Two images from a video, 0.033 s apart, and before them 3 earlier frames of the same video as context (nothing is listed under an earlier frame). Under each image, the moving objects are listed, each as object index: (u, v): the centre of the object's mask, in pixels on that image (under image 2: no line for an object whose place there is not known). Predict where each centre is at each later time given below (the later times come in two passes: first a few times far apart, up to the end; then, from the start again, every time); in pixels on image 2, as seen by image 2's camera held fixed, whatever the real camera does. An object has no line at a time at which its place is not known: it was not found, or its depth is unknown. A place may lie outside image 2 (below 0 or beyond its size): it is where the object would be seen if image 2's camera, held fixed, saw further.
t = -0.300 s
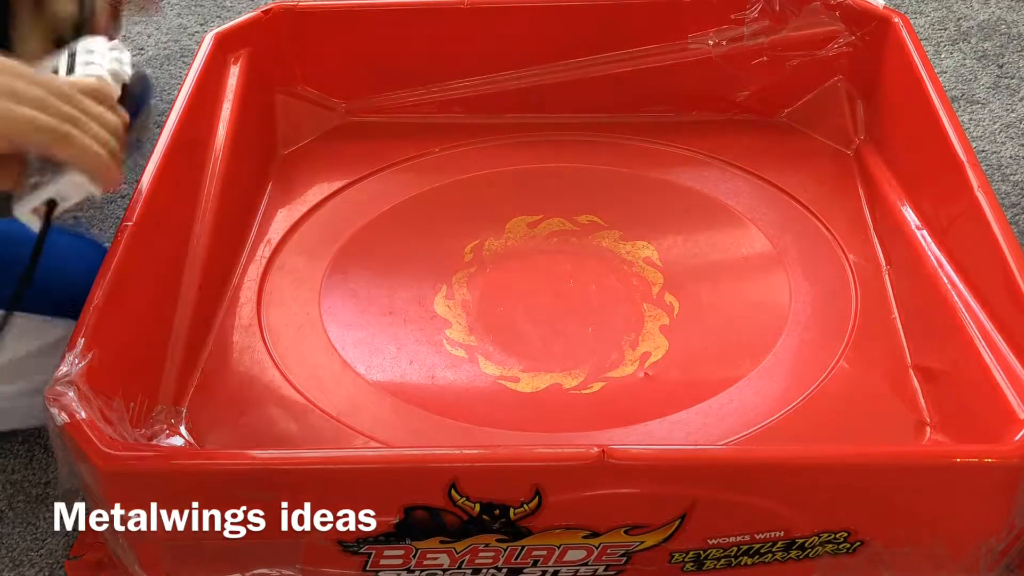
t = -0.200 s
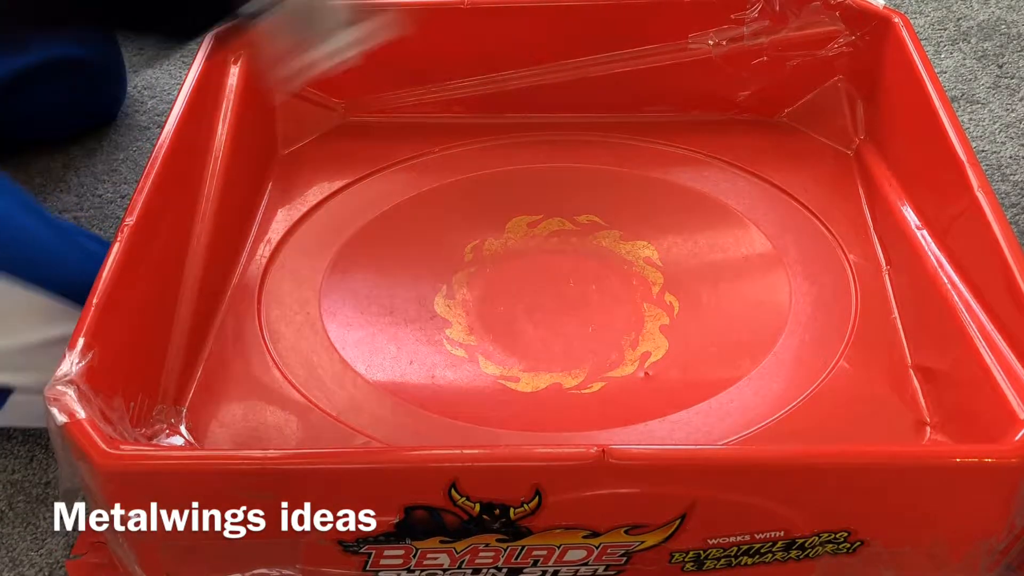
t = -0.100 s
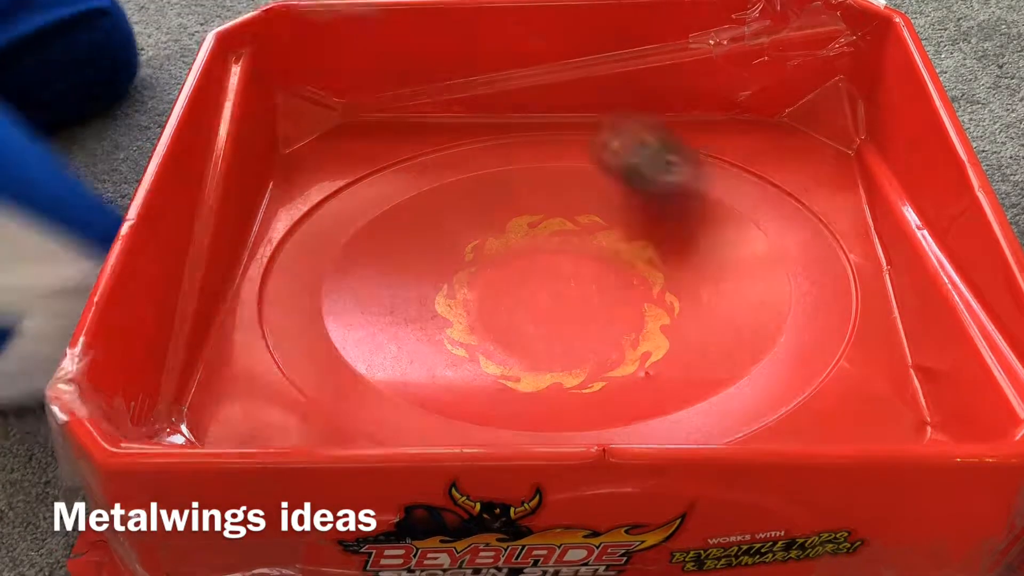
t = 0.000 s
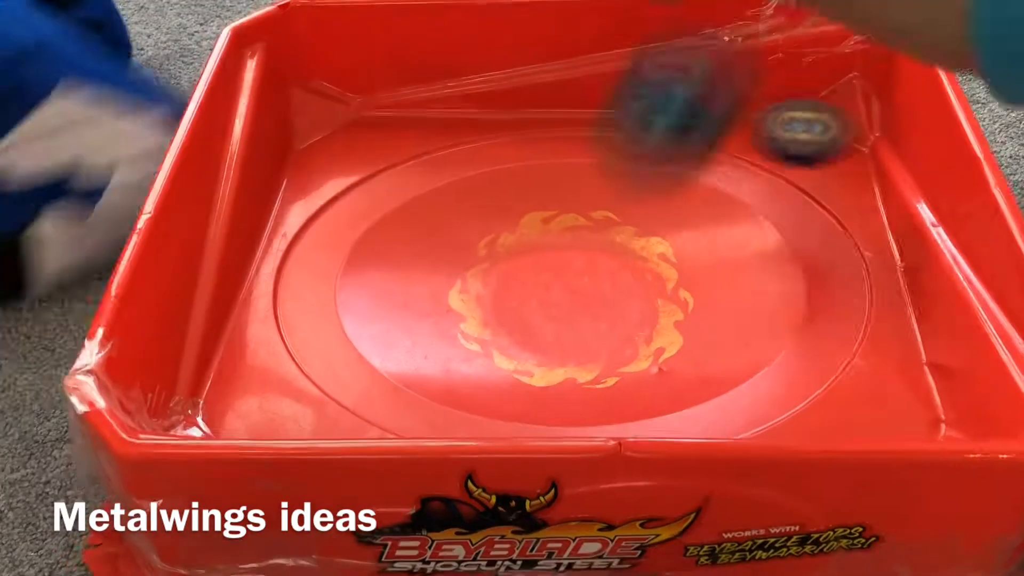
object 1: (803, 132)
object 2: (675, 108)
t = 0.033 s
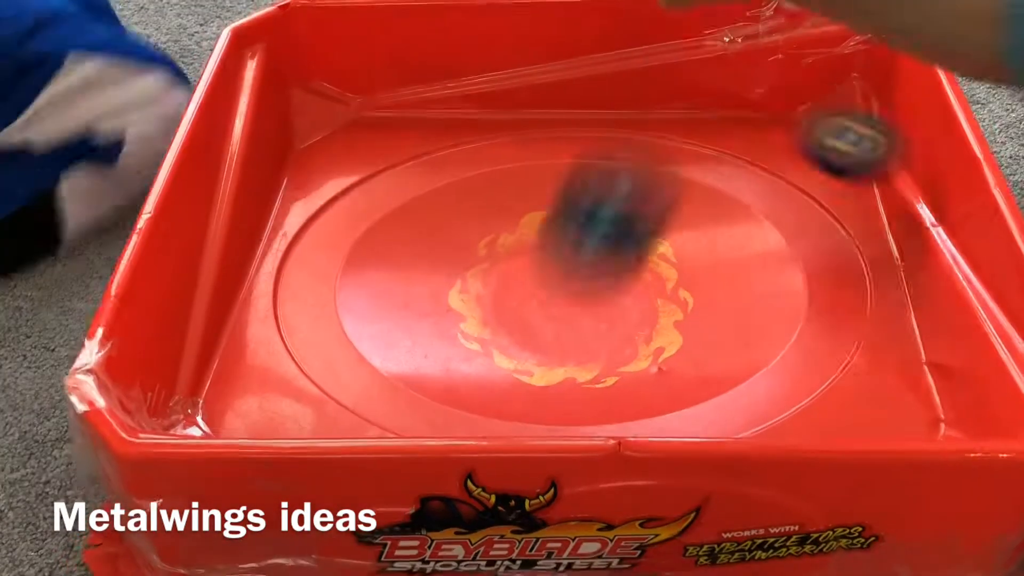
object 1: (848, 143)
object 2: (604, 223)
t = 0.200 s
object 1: (731, 208)
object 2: (438, 243)
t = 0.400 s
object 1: (467, 265)
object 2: (402, 132)
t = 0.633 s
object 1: (311, 340)
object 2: (406, 153)
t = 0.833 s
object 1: (347, 360)
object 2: (388, 175)
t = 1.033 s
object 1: (350, 369)
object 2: (415, 254)
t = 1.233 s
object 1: (351, 365)
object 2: (586, 350)
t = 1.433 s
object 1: (366, 335)
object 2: (762, 279)
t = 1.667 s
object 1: (501, 299)
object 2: (696, 170)
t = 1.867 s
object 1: (584, 263)
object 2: (505, 181)
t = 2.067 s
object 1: (560, 250)
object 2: (416, 263)
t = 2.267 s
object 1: (504, 243)
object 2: (526, 352)
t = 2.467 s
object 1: (494, 297)
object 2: (694, 321)
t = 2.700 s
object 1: (619, 309)
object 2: (729, 212)
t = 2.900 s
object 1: (666, 234)
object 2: (595, 180)
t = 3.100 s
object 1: (605, 220)
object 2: (430, 208)
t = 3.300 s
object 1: (520, 263)
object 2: (399, 312)
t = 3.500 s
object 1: (574, 330)
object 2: (504, 376)
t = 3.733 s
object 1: (726, 277)
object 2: (647, 338)
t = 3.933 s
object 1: (699, 180)
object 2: (622, 262)
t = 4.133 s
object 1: (557, 175)
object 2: (499, 241)
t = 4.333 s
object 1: (499, 216)
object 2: (360, 271)
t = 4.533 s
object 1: (546, 302)
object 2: (402, 324)
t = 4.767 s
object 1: (691, 315)
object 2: (567, 296)
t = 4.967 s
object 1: (775, 254)
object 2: (618, 218)
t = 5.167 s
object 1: (681, 207)
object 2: (583, 179)
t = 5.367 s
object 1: (585, 284)
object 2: (480, 176)
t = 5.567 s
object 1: (561, 355)
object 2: (453, 243)
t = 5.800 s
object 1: (622, 348)
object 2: (572, 278)
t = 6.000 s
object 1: (624, 315)
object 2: (657, 226)
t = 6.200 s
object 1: (533, 266)
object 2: (665, 192)
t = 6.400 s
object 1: (444, 238)
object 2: (601, 219)
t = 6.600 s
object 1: (391, 246)
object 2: (590, 286)
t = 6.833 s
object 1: (480, 282)
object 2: (631, 339)
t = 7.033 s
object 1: (589, 250)
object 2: (649, 324)
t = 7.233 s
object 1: (650, 201)
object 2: (601, 304)
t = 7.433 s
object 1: (607, 199)
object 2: (523, 307)
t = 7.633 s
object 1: (586, 274)
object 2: (475, 314)
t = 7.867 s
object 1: (629, 340)
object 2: (508, 298)
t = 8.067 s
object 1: (680, 324)
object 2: (511, 250)
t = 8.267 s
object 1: (617, 278)
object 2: (505, 213)
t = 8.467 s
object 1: (528, 310)
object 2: (480, 176)
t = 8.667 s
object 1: (517, 354)
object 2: (472, 182)
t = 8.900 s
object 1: (572, 339)
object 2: (537, 235)
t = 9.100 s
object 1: (610, 358)
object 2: (582, 193)
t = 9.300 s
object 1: (595, 330)
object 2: (615, 235)
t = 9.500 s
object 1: (407, 419)
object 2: (712, 114)
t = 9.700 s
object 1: (318, 356)
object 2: (737, 188)
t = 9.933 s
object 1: (339, 273)
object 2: (628, 288)
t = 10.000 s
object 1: (370, 253)
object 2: (589, 303)
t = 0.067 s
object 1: (892, 171)
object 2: (552, 325)
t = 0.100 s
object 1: (851, 198)
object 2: (511, 341)
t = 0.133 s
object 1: (810, 203)
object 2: (479, 300)
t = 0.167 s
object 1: (771, 198)
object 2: (454, 276)
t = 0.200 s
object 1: (731, 208)
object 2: (438, 243)
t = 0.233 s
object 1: (689, 230)
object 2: (425, 213)
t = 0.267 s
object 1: (643, 239)
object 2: (415, 186)
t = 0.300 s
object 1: (595, 244)
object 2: (410, 166)
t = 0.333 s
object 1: (549, 250)
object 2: (407, 151)
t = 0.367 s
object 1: (506, 257)
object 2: (403, 139)
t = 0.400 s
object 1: (467, 265)
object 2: (402, 132)
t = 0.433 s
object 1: (430, 274)
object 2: (407, 137)
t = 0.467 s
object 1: (395, 284)
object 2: (409, 139)
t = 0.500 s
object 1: (367, 294)
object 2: (411, 143)
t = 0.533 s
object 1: (348, 303)
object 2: (411, 146)
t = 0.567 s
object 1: (336, 314)
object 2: (411, 148)
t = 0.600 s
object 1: (324, 326)
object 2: (408, 152)
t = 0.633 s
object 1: (311, 340)
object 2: (406, 153)
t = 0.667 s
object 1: (307, 345)
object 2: (403, 156)
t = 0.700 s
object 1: (318, 351)
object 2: (399, 159)
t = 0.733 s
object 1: (329, 352)
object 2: (396, 162)
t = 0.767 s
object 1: (339, 355)
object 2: (393, 166)
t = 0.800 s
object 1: (344, 357)
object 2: (390, 170)
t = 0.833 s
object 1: (347, 360)
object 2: (388, 175)
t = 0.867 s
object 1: (346, 365)
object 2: (387, 179)
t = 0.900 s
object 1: (343, 369)
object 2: (386, 187)
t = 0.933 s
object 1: (345, 369)
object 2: (389, 199)
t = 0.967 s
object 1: (349, 369)
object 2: (394, 215)
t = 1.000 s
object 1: (351, 369)
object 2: (403, 234)
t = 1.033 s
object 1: (350, 369)
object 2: (415, 254)
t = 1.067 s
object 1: (349, 371)
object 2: (432, 277)
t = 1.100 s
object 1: (348, 372)
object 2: (454, 298)
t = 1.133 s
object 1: (350, 371)
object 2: (481, 318)
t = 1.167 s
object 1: (350, 370)
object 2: (513, 335)
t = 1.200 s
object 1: (350, 367)
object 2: (548, 345)
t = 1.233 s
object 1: (351, 365)
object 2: (586, 350)
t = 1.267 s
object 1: (352, 362)
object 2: (626, 350)
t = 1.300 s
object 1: (354, 359)
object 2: (661, 344)
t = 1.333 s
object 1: (357, 354)
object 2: (696, 333)
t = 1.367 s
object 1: (360, 348)
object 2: (723, 318)
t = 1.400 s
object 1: (363, 342)
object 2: (746, 300)
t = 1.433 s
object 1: (366, 335)
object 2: (762, 279)
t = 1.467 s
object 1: (372, 328)
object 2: (772, 259)
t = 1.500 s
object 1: (383, 323)
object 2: (774, 238)
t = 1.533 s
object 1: (401, 318)
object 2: (771, 218)
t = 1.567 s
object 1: (423, 313)
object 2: (761, 203)
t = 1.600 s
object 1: (449, 309)
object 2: (744, 188)
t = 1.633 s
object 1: (476, 304)
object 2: (722, 176)
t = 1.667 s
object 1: (501, 299)
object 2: (696, 170)
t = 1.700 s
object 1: (525, 291)
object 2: (667, 167)
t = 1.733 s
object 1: (544, 281)
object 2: (636, 170)
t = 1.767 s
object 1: (560, 270)
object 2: (600, 175)
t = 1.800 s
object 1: (574, 258)
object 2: (566, 183)
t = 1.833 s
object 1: (580, 259)
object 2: (534, 184)
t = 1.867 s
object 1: (584, 263)
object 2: (505, 181)
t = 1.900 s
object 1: (585, 264)
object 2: (480, 185)
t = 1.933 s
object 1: (584, 265)
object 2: (458, 194)
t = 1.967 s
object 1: (580, 263)
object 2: (440, 208)
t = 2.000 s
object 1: (574, 259)
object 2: (426, 224)
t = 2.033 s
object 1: (567, 254)
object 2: (418, 243)
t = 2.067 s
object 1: (560, 250)
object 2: (416, 263)
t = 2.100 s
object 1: (552, 246)
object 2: (420, 283)
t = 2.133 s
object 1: (543, 243)
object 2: (431, 302)
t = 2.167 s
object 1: (533, 241)
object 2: (447, 319)
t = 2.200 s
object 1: (523, 241)
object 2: (469, 334)
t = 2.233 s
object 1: (514, 242)
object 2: (496, 346)
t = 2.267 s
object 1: (504, 243)
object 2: (526, 352)
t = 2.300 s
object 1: (496, 247)
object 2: (556, 355)
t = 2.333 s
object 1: (489, 254)
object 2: (587, 354)
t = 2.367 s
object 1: (485, 263)
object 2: (619, 349)
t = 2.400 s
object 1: (483, 274)
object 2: (648, 344)
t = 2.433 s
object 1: (486, 285)
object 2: (673, 333)
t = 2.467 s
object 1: (494, 297)
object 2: (694, 321)
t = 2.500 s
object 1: (507, 307)
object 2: (711, 306)
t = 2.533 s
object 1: (525, 315)
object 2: (725, 291)
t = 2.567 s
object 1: (545, 321)
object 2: (736, 275)
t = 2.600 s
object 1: (564, 322)
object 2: (742, 258)
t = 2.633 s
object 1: (583, 320)
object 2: (744, 242)
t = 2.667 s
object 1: (601, 315)
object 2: (739, 226)
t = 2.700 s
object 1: (619, 309)
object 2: (729, 212)
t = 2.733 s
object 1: (636, 299)
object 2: (714, 200)
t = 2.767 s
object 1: (649, 288)
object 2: (696, 191)
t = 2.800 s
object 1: (659, 275)
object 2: (674, 184)
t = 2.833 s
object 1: (665, 260)
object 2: (649, 181)
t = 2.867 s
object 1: (666, 245)
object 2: (624, 180)
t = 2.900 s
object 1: (666, 234)
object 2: (595, 180)
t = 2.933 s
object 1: (665, 231)
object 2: (562, 173)
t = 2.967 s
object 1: (661, 228)
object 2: (531, 172)
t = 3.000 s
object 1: (653, 225)
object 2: (500, 176)
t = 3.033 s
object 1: (640, 222)
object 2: (474, 183)
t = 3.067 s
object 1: (624, 220)
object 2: (450, 194)
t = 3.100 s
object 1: (605, 220)
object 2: (430, 208)
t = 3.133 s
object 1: (584, 223)
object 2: (413, 224)
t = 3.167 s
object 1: (567, 227)
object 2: (400, 241)
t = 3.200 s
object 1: (552, 233)
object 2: (392, 259)
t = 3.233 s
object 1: (539, 241)
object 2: (388, 277)
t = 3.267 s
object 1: (528, 252)
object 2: (391, 295)
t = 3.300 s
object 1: (520, 263)
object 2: (399, 312)
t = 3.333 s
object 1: (514, 277)
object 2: (413, 326)
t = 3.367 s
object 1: (511, 291)
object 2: (433, 338)
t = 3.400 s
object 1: (519, 303)
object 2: (452, 351)
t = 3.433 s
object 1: (535, 313)
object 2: (464, 362)
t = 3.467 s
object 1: (553, 323)
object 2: (482, 371)
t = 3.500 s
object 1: (574, 330)
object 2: (504, 376)
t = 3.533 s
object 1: (597, 334)
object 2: (530, 378)
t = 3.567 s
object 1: (622, 332)
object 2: (552, 377)
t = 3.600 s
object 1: (649, 327)
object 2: (571, 375)
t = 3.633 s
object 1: (676, 318)
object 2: (592, 369)
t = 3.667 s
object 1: (695, 307)
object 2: (612, 362)
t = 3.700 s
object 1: (712, 293)
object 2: (629, 351)
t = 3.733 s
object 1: (726, 277)
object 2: (647, 338)
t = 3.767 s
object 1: (731, 260)
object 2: (661, 324)
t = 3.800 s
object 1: (730, 243)
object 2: (669, 308)
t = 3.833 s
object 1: (724, 228)
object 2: (670, 293)
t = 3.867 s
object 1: (721, 209)
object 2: (656, 281)
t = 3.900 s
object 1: (711, 192)
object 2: (639, 271)
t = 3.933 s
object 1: (699, 180)
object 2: (622, 262)
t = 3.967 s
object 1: (679, 171)
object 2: (603, 254)
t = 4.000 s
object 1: (656, 166)
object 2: (585, 248)
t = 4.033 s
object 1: (634, 165)
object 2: (565, 243)
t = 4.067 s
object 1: (604, 167)
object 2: (546, 240)
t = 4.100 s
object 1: (576, 173)
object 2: (527, 238)
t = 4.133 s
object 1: (557, 175)
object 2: (499, 241)
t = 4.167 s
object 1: (549, 174)
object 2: (464, 245)
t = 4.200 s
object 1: (540, 176)
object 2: (434, 249)
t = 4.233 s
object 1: (530, 181)
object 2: (408, 253)
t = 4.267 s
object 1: (519, 188)
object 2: (388, 258)
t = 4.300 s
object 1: (507, 200)
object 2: (372, 264)
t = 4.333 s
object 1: (499, 216)
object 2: (360, 271)
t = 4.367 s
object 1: (497, 232)
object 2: (354, 279)
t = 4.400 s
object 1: (500, 249)
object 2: (352, 288)
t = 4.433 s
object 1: (506, 264)
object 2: (356, 298)
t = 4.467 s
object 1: (517, 278)
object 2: (365, 308)
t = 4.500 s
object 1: (529, 290)
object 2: (381, 317)
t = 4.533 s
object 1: (546, 302)
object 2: (402, 324)
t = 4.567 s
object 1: (564, 310)
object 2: (426, 329)
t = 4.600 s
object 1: (587, 319)
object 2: (451, 331)
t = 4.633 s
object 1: (607, 324)
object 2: (477, 331)
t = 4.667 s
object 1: (629, 326)
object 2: (503, 327)
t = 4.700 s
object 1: (649, 324)
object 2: (527, 319)
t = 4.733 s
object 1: (673, 320)
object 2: (549, 308)
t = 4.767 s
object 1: (691, 315)
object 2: (567, 296)
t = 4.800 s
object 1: (713, 307)
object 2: (583, 283)
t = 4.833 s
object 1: (728, 300)
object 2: (596, 270)
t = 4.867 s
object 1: (746, 289)
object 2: (605, 258)
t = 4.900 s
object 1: (758, 279)
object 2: (611, 244)
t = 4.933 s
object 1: (769, 267)
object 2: (616, 231)
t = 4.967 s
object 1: (775, 254)
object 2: (618, 218)
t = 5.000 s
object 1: (775, 239)
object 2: (617, 206)
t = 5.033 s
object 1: (767, 228)
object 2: (613, 195)
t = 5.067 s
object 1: (752, 219)
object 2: (608, 188)
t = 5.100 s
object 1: (733, 211)
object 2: (600, 182)
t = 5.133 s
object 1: (708, 209)
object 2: (592, 180)
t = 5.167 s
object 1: (681, 207)
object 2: (583, 179)
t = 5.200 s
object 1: (654, 211)
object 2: (572, 181)
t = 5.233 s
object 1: (635, 225)
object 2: (551, 176)
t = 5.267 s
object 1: (621, 238)
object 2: (530, 171)
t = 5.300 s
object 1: (607, 254)
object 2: (511, 170)
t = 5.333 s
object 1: (594, 269)
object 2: (494, 172)
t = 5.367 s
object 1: (585, 284)
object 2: (480, 176)
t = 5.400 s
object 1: (575, 301)
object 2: (467, 182)
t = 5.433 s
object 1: (567, 316)
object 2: (456, 191)
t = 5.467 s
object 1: (562, 330)
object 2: (447, 202)
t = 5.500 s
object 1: (558, 341)
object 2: (444, 215)
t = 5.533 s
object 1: (558, 350)
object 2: (445, 229)
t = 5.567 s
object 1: (561, 355)
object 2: (453, 243)
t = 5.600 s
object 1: (567, 358)
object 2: (466, 256)
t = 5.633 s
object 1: (575, 359)
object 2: (481, 268)
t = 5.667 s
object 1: (583, 358)
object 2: (498, 276)
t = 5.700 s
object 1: (594, 355)
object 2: (516, 283)
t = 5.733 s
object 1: (604, 351)
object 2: (536, 287)
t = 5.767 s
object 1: (613, 346)
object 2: (555, 290)
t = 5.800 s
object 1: (622, 348)
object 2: (572, 278)
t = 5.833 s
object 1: (630, 351)
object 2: (589, 265)
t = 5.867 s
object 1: (635, 348)
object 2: (605, 255)
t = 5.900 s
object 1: (639, 343)
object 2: (621, 247)
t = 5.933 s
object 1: (638, 336)
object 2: (635, 241)
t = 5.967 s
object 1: (633, 325)
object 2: (648, 234)
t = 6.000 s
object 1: (624, 315)
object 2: (657, 226)
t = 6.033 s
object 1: (613, 305)
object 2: (664, 219)
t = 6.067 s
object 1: (599, 295)
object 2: (669, 213)
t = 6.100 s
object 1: (584, 287)
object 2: (671, 207)
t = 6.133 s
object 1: (566, 280)
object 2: (672, 201)
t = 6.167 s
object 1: (549, 272)
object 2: (670, 196)
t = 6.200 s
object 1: (533, 266)
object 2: (665, 192)
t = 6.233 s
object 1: (518, 261)
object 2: (657, 190)
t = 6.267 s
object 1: (503, 256)
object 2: (646, 190)
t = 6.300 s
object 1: (488, 250)
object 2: (634, 192)
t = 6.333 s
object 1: (472, 245)
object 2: (621, 199)
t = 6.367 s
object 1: (457, 240)
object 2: (610, 208)
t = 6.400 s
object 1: (444, 238)
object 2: (601, 219)
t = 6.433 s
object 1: (432, 236)
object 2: (593, 231)
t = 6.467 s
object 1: (422, 235)
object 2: (588, 242)
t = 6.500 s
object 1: (412, 236)
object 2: (585, 253)
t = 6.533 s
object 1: (403, 238)
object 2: (585, 264)
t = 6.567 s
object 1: (395, 241)
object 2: (587, 275)
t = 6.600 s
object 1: (391, 246)
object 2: (590, 286)
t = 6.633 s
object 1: (389, 252)
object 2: (594, 297)
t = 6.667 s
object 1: (393, 259)
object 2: (598, 307)
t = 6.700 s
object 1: (402, 265)
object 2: (604, 317)
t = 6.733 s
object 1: (417, 271)
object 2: (609, 326)
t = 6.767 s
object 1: (436, 277)
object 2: (616, 332)
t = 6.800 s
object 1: (459, 281)
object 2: (623, 336)
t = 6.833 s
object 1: (480, 282)
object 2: (631, 339)
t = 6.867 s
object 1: (501, 280)
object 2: (638, 340)
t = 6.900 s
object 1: (521, 276)
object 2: (645, 340)
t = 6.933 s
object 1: (540, 271)
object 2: (651, 338)
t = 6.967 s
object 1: (556, 264)
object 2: (656, 334)
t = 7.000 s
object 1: (573, 257)
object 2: (654, 329)
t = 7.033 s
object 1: (589, 250)
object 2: (649, 324)
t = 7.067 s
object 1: (605, 241)
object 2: (643, 319)
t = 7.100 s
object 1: (621, 233)
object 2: (638, 316)
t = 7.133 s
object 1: (633, 225)
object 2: (631, 312)
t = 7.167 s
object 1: (643, 216)
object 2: (622, 308)
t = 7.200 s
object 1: (647, 208)
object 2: (612, 306)
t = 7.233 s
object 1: (650, 201)
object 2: (601, 304)
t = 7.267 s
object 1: (650, 195)
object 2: (589, 303)
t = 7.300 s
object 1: (646, 190)
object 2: (577, 304)
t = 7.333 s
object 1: (639, 188)
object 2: (563, 304)
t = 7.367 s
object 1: (630, 188)
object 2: (550, 305)
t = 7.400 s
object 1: (618, 191)
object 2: (537, 306)
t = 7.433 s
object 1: (607, 199)
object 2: (523, 307)
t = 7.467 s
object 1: (597, 211)
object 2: (511, 307)
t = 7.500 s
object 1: (590, 223)
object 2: (499, 308)
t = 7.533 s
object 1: (585, 236)
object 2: (491, 310)
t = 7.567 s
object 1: (582, 248)
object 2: (484, 311)
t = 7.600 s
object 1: (583, 261)
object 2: (478, 312)
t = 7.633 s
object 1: (586, 274)
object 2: (475, 314)
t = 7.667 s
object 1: (590, 286)
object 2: (475, 316)
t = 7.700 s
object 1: (594, 299)
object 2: (478, 318)
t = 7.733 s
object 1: (600, 309)
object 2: (484, 318)
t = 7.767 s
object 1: (606, 321)
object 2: (492, 316)
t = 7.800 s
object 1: (613, 330)
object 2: (497, 311)
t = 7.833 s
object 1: (620, 335)
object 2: (503, 305)
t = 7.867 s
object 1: (629, 340)
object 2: (508, 298)
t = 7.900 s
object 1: (638, 342)
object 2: (510, 290)
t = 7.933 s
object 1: (648, 342)
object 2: (511, 282)
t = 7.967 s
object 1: (657, 341)
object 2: (511, 274)
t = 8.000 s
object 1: (666, 338)
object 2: (511, 266)
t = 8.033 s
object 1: (674, 332)
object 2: (511, 258)
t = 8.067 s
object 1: (680, 324)
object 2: (511, 250)
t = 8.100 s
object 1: (679, 317)
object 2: (512, 242)
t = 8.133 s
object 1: (674, 307)
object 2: (512, 234)
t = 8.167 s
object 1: (663, 298)
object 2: (511, 227)
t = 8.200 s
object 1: (649, 290)
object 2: (510, 221)
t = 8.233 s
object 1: (633, 283)
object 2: (508, 216)
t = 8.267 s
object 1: (617, 278)
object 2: (505, 213)
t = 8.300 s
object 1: (600, 274)
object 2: (502, 212)
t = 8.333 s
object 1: (582, 270)
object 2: (499, 211)
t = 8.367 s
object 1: (565, 268)
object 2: (496, 213)
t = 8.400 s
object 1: (550, 270)
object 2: (492, 211)
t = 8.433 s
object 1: (539, 291)
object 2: (485, 190)
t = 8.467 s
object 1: (528, 310)
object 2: (480, 176)
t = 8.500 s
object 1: (519, 325)
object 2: (476, 166)
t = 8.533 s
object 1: (514, 335)
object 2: (473, 162)
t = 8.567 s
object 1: (510, 343)
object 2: (471, 162)
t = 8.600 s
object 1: (509, 347)
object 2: (469, 166)
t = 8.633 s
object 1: (512, 351)
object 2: (470, 172)
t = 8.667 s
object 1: (517, 354)
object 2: (472, 182)
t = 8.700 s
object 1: (526, 355)
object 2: (476, 193)
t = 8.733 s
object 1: (538, 354)
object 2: (484, 207)
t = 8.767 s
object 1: (549, 347)
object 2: (492, 221)
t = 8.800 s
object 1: (555, 338)
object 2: (504, 234)
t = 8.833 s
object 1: (559, 329)
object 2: (516, 245)
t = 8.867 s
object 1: (563, 321)
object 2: (529, 254)
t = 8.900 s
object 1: (572, 339)
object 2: (537, 235)
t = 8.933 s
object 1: (577, 348)
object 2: (546, 219)
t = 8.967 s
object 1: (581, 356)
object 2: (555, 203)
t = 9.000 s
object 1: (589, 361)
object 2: (563, 192)
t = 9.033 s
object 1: (599, 362)
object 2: (571, 187)
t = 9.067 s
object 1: (604, 360)
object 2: (578, 187)
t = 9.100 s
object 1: (610, 358)
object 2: (582, 193)
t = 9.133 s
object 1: (618, 353)
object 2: (586, 203)
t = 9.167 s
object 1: (622, 345)
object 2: (590, 214)
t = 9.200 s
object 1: (622, 339)
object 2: (593, 225)
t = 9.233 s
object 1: (623, 331)
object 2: (597, 235)
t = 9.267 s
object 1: (618, 319)
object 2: (601, 244)
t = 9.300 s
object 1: (595, 330)
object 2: (615, 235)
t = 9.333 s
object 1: (566, 372)
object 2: (638, 189)
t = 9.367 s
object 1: (525, 384)
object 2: (656, 151)
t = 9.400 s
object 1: (492, 409)
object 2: (673, 117)
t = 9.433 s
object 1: (456, 417)
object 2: (688, 99)
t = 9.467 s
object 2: (700, 107)
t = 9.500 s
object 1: (407, 419)
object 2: (712, 114)
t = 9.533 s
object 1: (389, 408)
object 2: (722, 125)
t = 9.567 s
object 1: (371, 404)
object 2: (729, 139)
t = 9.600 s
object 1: (353, 390)
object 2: (733, 150)
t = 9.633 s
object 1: (341, 382)
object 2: (736, 161)
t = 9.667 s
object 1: (326, 369)
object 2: (738, 173)
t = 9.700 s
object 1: (318, 356)
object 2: (737, 188)
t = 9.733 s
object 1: (309, 345)
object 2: (730, 203)
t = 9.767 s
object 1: (306, 332)
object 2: (719, 220)
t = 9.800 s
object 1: (306, 324)
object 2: (705, 236)
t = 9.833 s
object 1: (308, 312)
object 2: (689, 252)
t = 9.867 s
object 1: (317, 299)
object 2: (670, 266)
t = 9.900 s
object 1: (326, 286)
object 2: (650, 278)
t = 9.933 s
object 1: (339, 273)
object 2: (628, 288)
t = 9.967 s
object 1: (356, 264)
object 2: (608, 296)
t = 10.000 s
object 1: (370, 253)
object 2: (589, 303)
